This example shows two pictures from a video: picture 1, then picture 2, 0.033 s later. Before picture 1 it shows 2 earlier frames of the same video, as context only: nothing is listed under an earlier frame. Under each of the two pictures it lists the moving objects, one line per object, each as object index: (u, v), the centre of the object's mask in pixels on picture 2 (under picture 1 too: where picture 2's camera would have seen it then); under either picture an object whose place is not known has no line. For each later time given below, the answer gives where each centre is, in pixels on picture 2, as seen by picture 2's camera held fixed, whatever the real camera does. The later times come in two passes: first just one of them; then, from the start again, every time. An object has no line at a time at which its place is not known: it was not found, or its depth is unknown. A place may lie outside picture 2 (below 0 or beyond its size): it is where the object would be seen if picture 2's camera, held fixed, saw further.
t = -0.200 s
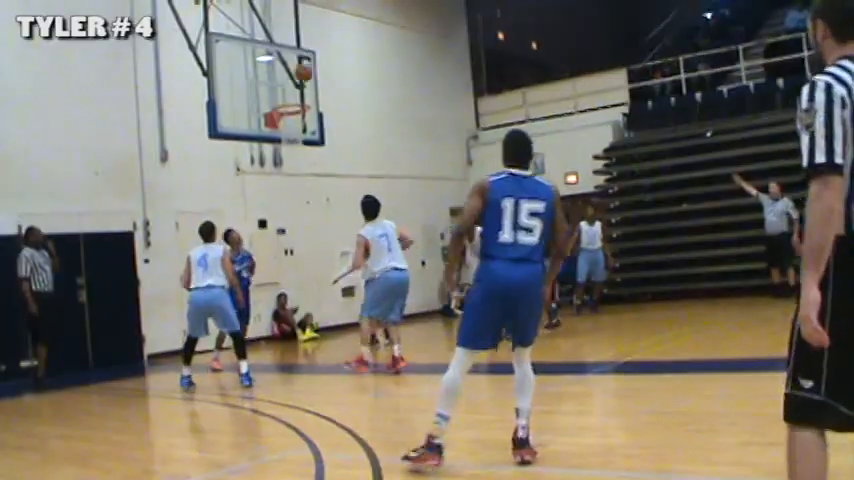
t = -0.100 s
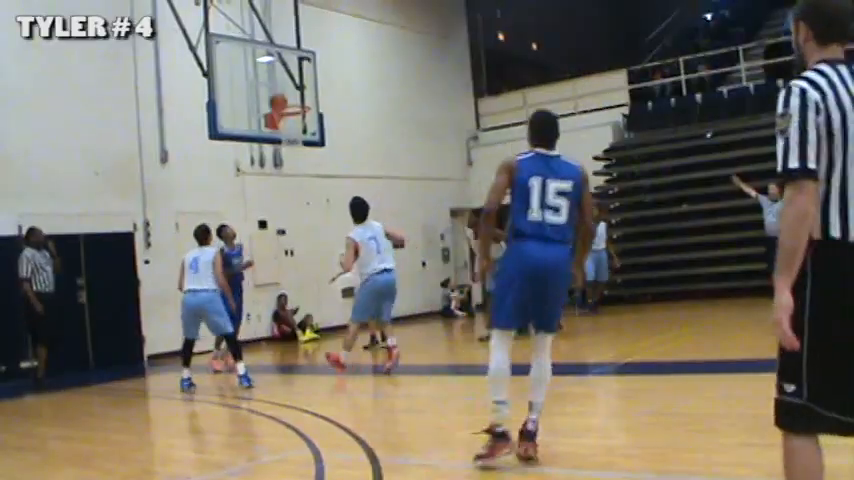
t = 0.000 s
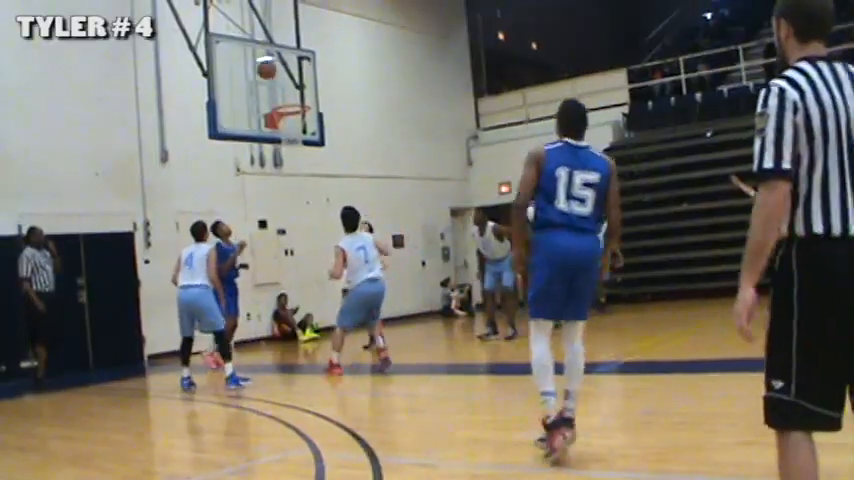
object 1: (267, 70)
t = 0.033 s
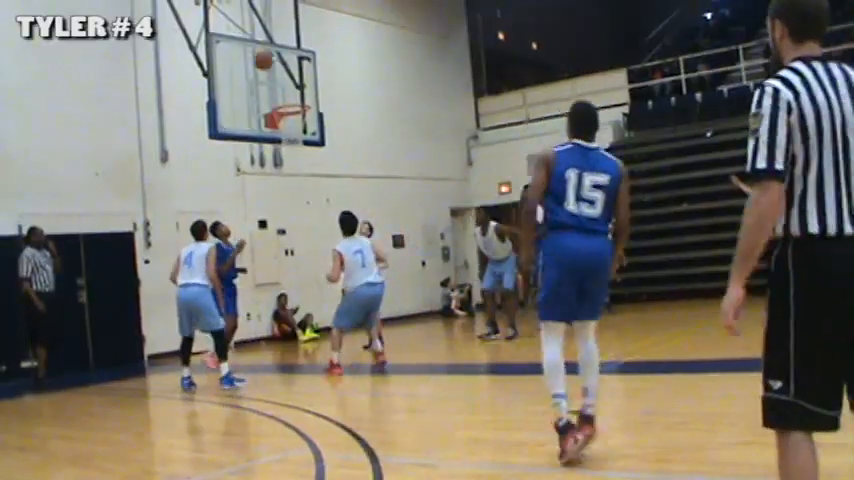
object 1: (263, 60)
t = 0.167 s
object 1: (249, 31)
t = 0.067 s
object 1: (260, 50)
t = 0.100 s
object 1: (256, 44)
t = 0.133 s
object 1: (253, 37)
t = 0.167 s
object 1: (249, 31)
